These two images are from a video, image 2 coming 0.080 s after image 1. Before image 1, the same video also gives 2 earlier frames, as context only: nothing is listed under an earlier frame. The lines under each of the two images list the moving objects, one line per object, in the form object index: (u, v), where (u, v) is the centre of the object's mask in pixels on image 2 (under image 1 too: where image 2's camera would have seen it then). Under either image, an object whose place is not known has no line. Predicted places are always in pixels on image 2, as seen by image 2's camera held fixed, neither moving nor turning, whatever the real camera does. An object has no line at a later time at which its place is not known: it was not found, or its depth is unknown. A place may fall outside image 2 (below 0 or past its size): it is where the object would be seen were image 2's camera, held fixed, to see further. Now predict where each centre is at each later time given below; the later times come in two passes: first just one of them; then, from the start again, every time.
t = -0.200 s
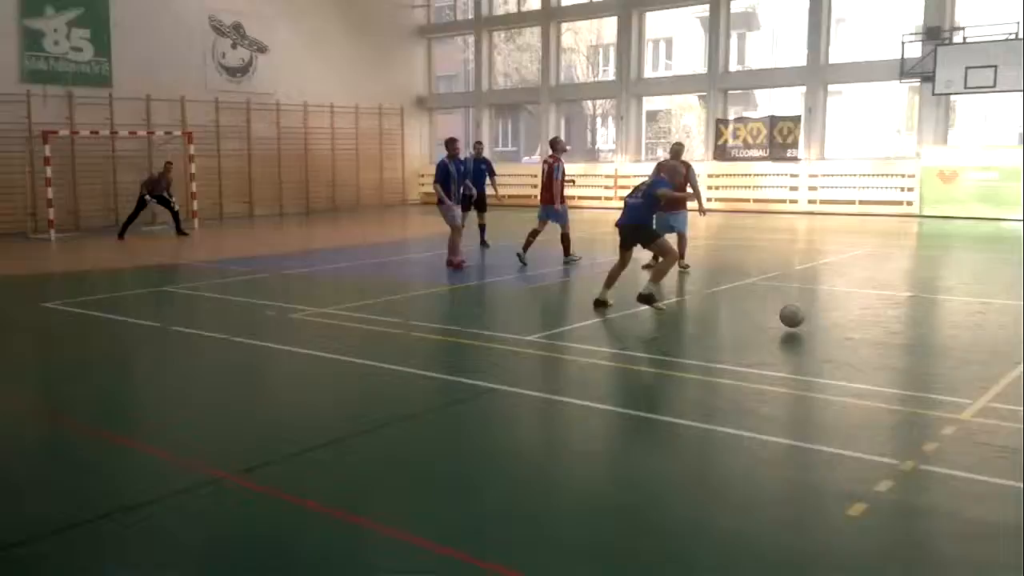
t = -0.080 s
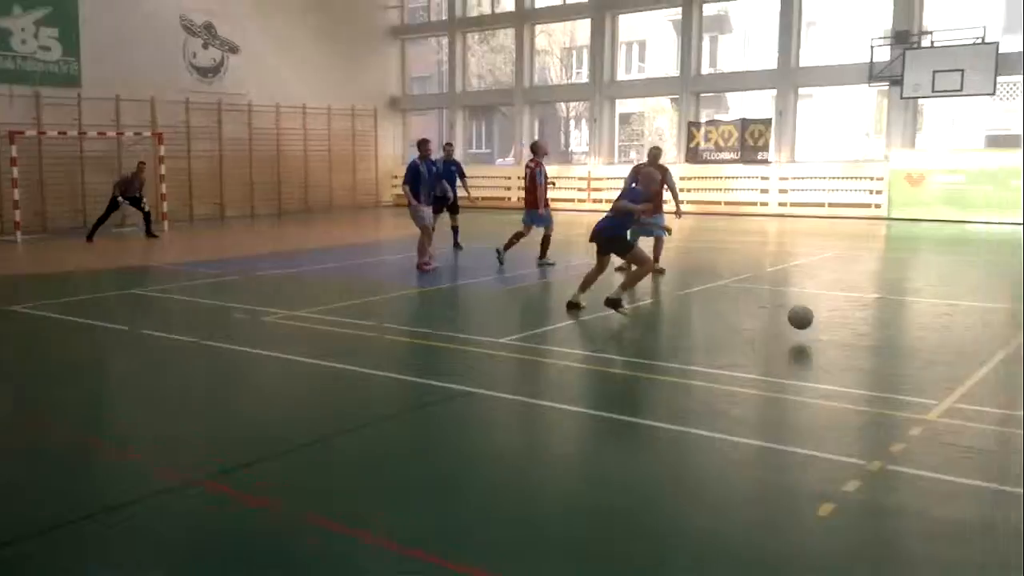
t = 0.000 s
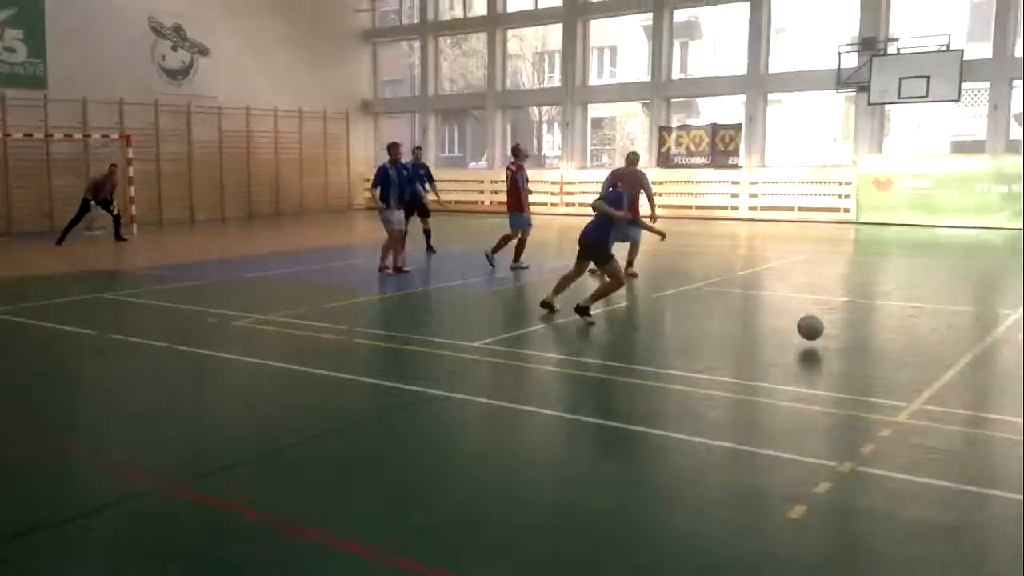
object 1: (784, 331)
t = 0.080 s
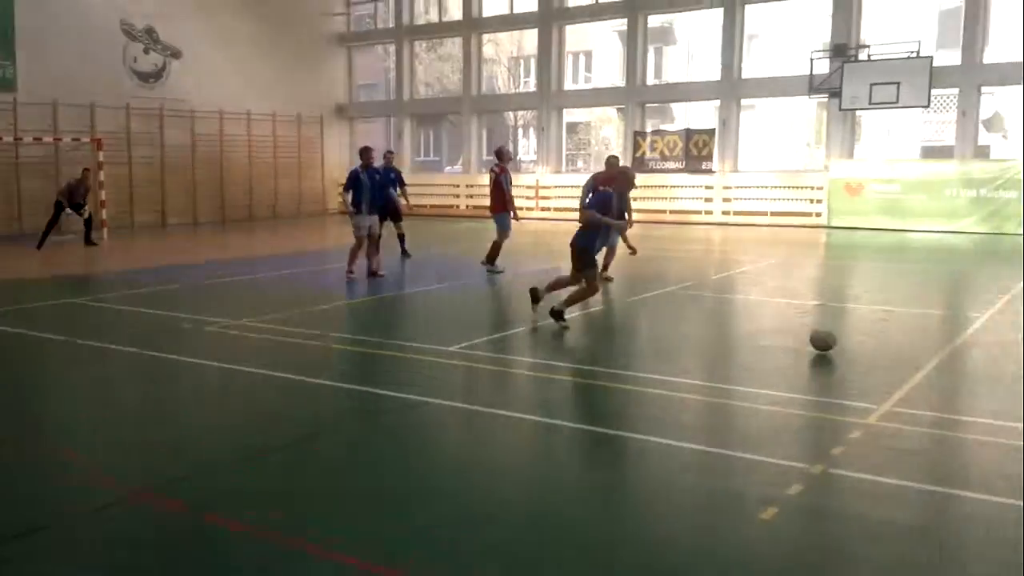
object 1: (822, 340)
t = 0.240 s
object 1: (910, 351)
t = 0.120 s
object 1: (843, 342)
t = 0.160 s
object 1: (865, 345)
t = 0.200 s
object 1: (887, 347)
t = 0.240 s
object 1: (910, 351)
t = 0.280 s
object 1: (933, 354)
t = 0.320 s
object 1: (957, 356)
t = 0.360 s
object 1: (982, 358)
